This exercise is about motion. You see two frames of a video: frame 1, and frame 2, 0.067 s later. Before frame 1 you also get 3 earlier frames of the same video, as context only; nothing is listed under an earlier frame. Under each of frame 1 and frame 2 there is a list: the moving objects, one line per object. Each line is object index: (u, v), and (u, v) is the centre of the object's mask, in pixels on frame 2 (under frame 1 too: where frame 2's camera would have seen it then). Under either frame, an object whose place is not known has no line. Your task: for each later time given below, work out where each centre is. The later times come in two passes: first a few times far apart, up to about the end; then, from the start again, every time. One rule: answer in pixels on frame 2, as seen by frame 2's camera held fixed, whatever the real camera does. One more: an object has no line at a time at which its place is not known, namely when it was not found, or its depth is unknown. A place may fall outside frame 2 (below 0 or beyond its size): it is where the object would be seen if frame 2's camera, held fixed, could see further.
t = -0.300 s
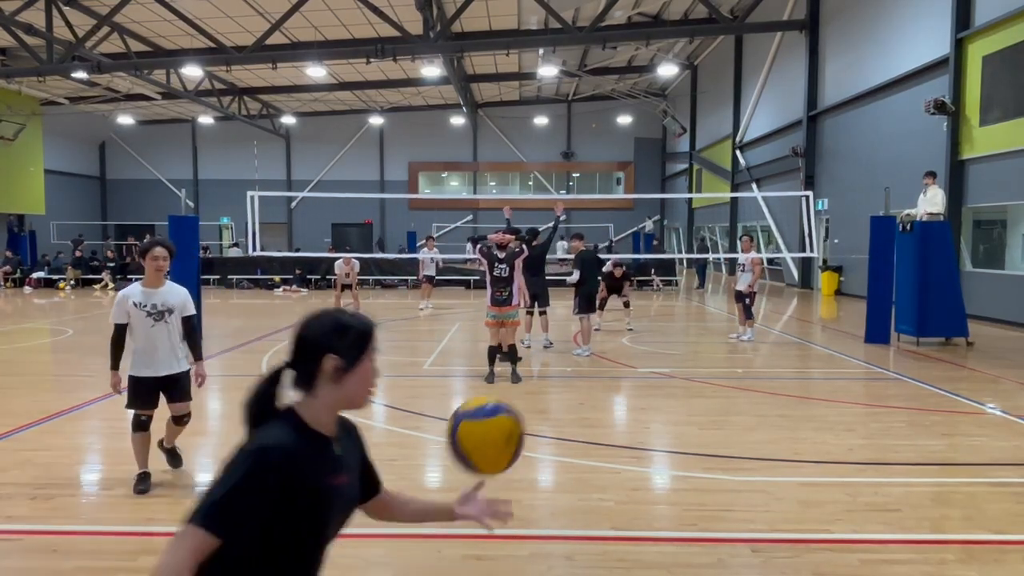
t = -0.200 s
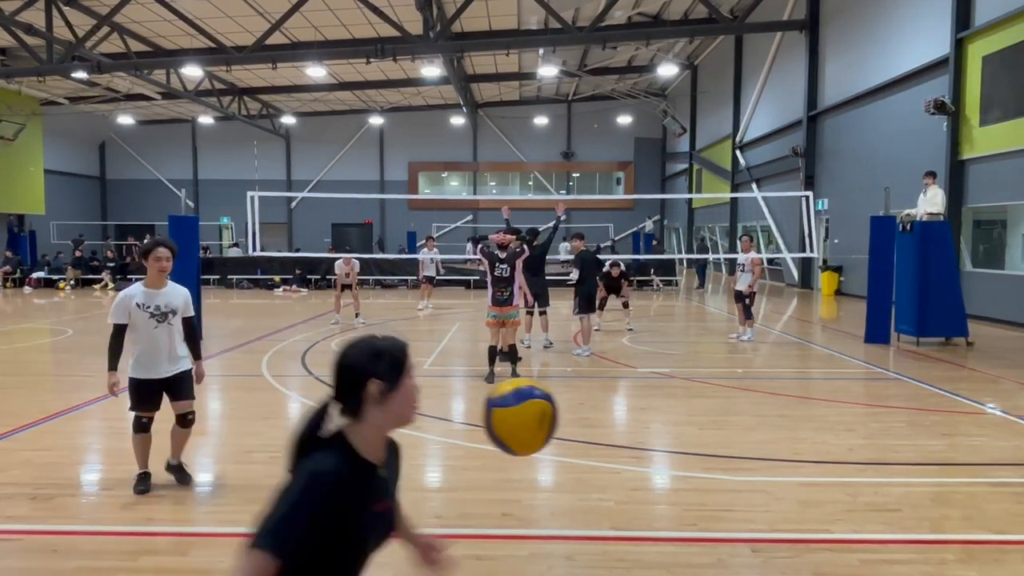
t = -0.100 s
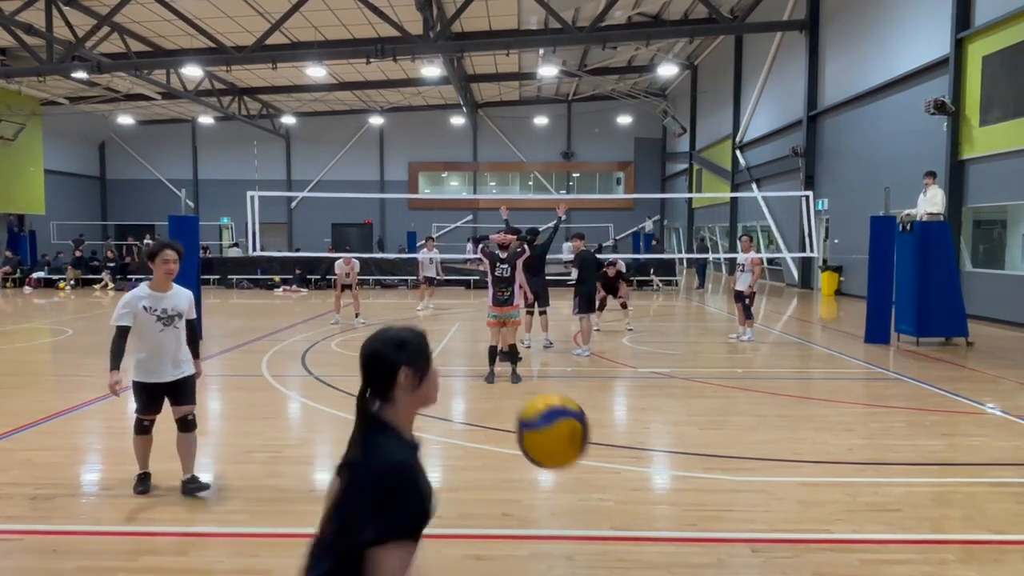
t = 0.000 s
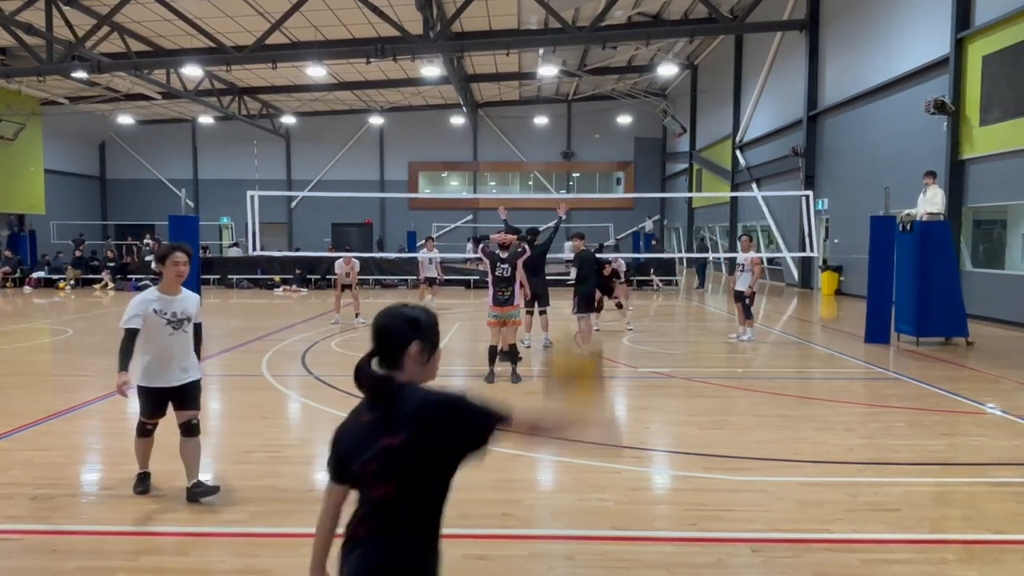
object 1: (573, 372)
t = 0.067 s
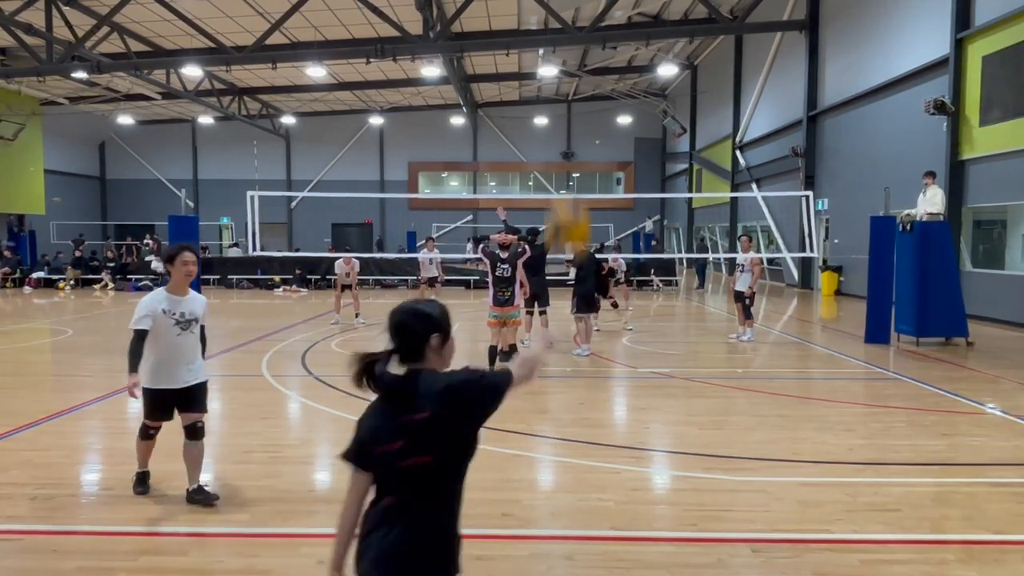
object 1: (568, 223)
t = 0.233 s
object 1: (561, 81)
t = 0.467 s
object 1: (552, 43)
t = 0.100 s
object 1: (566, 174)
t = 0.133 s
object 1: (564, 145)
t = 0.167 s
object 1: (563, 119)
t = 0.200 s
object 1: (561, 97)
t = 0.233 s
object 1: (561, 81)
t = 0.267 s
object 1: (559, 67)
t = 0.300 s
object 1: (557, 56)
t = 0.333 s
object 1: (556, 50)
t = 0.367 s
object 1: (555, 45)
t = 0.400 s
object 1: (554, 43)
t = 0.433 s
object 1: (553, 42)
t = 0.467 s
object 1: (552, 43)
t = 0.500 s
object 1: (550, 43)
